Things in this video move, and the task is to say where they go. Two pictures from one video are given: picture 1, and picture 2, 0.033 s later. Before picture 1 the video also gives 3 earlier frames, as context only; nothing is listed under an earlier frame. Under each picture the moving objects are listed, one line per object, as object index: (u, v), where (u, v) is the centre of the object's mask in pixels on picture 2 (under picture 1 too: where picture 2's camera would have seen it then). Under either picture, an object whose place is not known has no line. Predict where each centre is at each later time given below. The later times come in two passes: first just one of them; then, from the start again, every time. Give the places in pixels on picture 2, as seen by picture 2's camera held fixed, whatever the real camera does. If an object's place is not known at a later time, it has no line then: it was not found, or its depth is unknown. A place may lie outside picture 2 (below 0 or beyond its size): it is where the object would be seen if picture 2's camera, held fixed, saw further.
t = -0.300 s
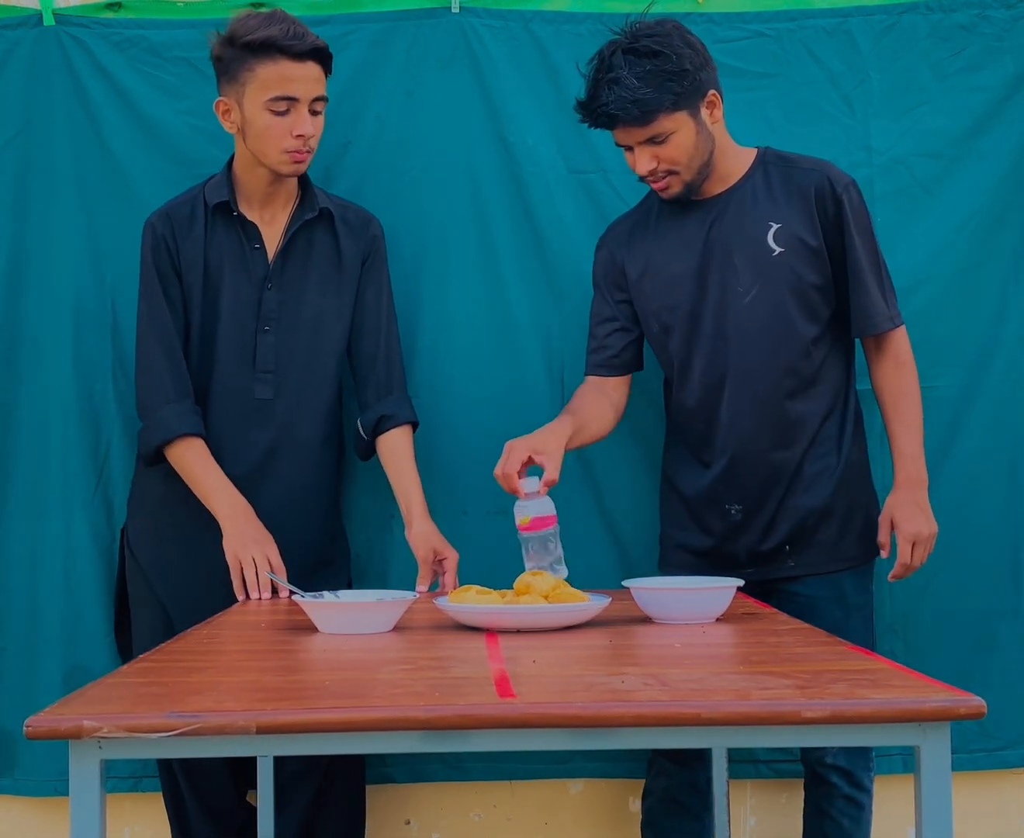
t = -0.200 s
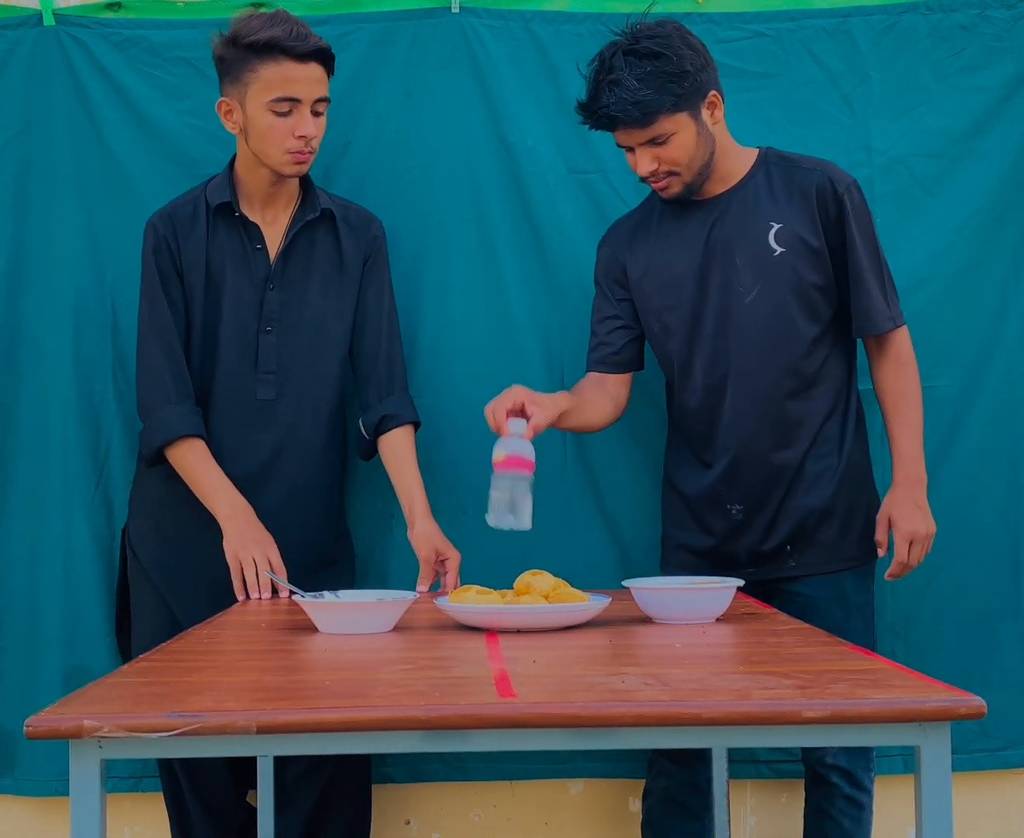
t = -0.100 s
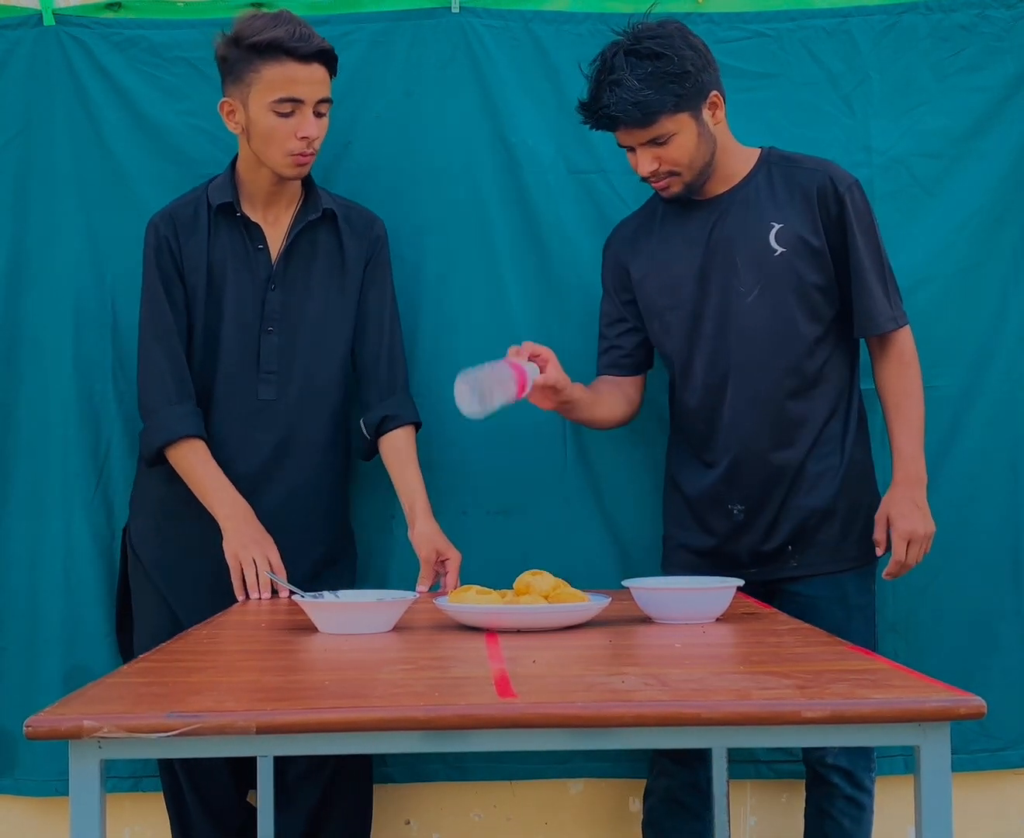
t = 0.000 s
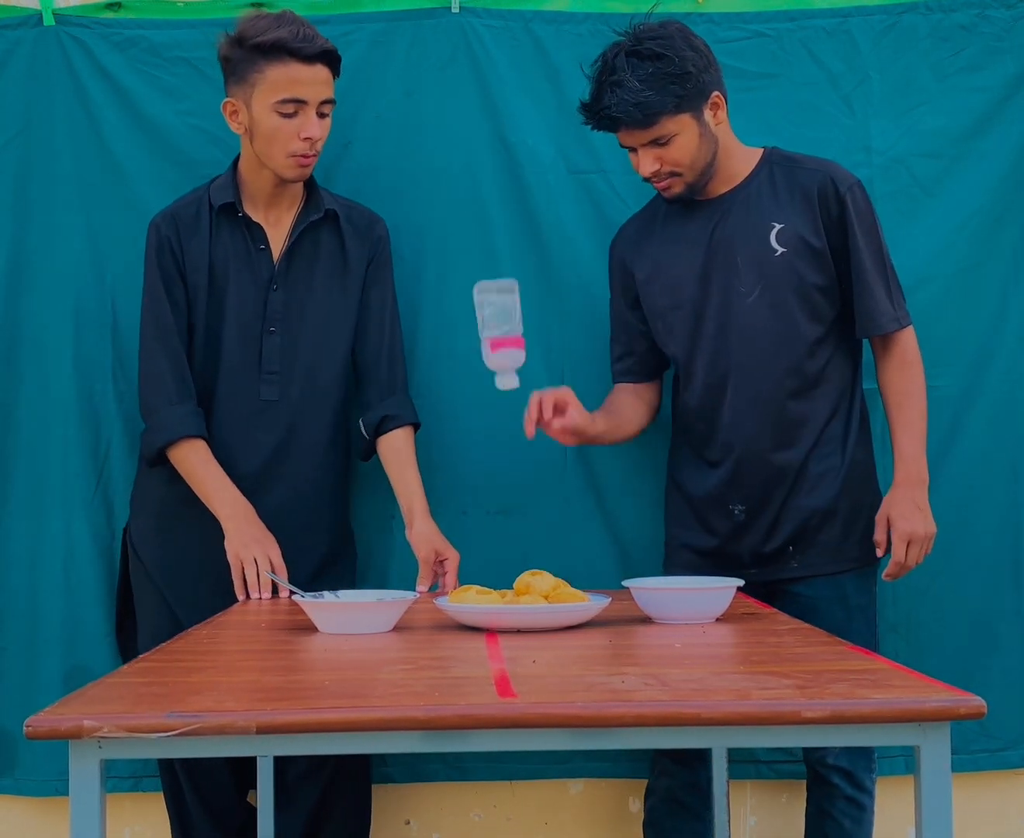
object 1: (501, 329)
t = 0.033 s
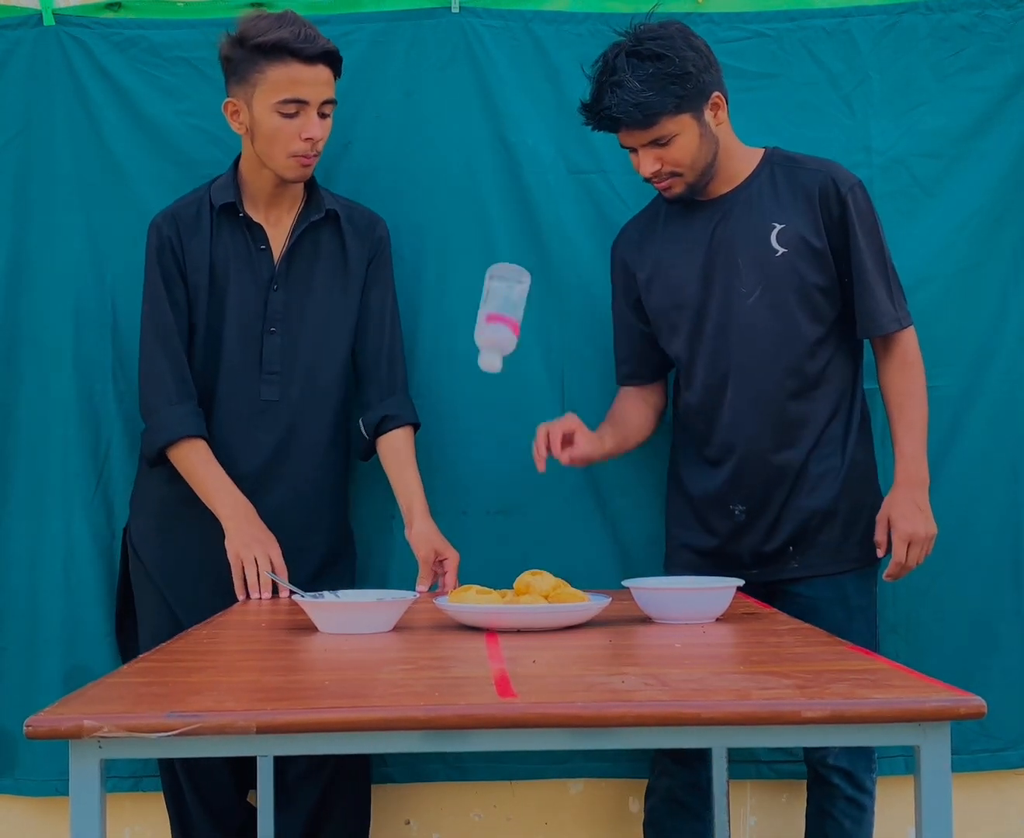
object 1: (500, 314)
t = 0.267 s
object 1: (541, 423)
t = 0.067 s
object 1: (503, 304)
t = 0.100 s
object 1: (509, 301)
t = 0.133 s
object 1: (515, 309)
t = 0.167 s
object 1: (521, 325)
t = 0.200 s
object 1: (528, 350)
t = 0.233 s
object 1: (534, 382)
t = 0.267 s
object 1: (541, 423)
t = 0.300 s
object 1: (547, 471)
